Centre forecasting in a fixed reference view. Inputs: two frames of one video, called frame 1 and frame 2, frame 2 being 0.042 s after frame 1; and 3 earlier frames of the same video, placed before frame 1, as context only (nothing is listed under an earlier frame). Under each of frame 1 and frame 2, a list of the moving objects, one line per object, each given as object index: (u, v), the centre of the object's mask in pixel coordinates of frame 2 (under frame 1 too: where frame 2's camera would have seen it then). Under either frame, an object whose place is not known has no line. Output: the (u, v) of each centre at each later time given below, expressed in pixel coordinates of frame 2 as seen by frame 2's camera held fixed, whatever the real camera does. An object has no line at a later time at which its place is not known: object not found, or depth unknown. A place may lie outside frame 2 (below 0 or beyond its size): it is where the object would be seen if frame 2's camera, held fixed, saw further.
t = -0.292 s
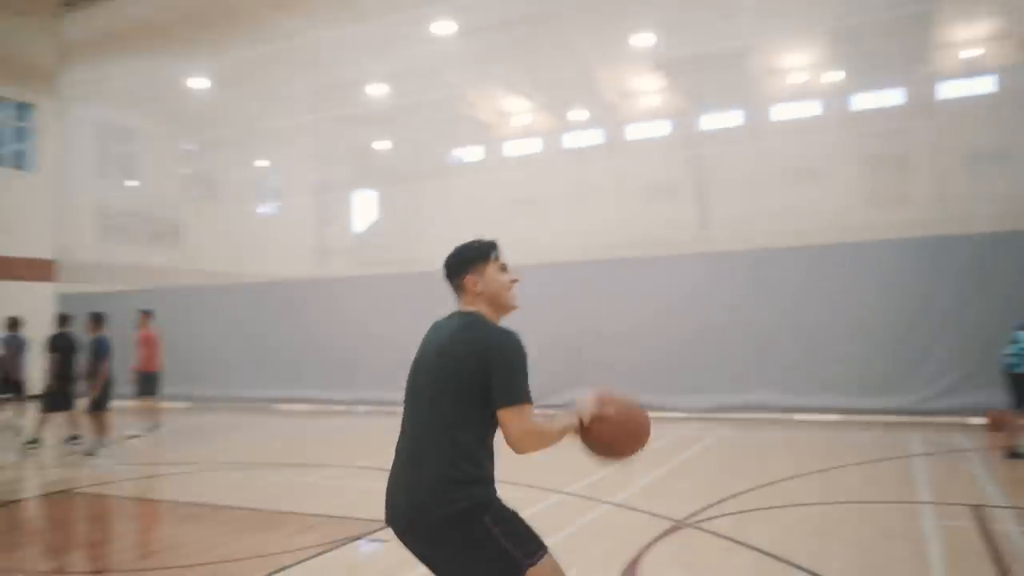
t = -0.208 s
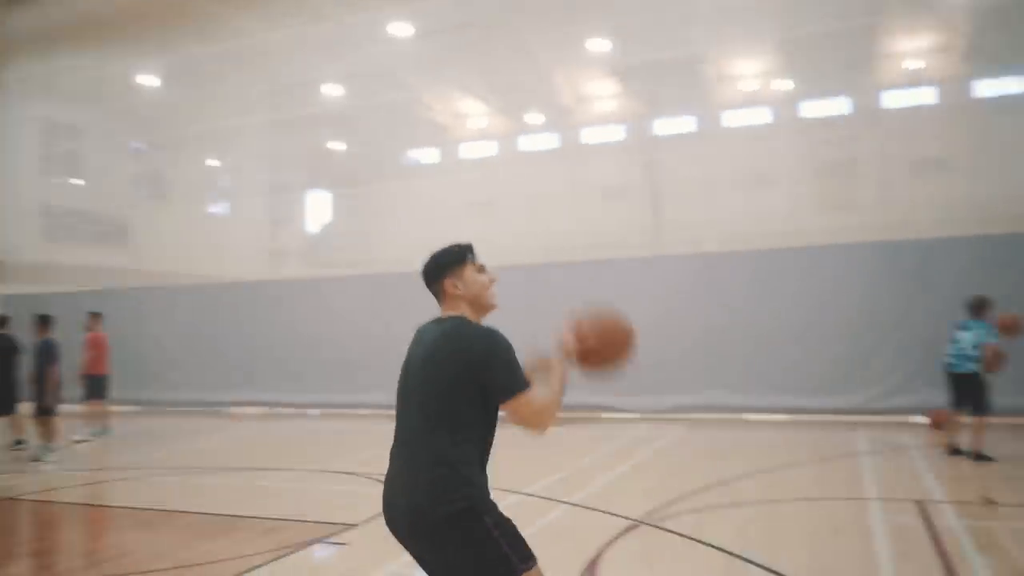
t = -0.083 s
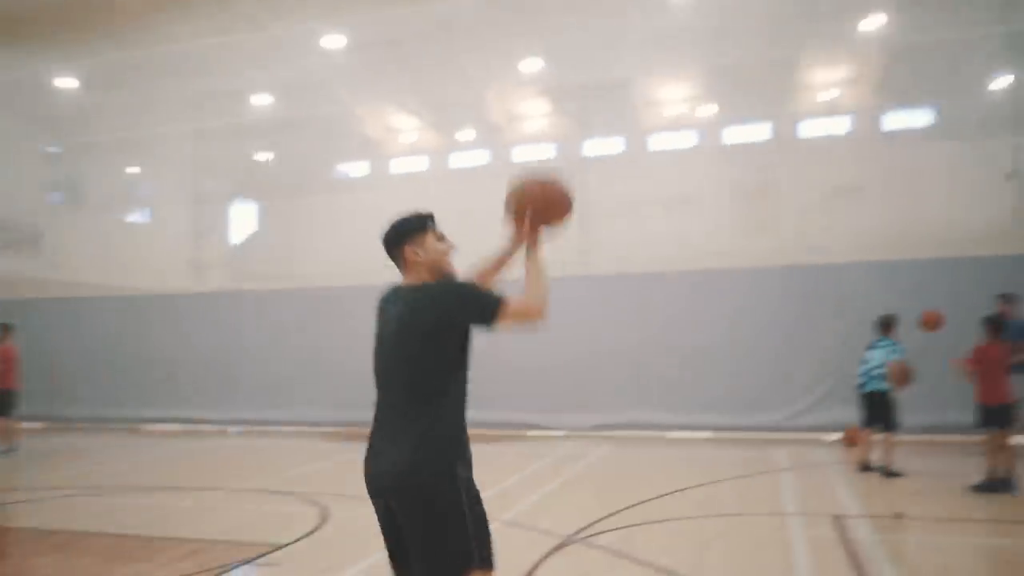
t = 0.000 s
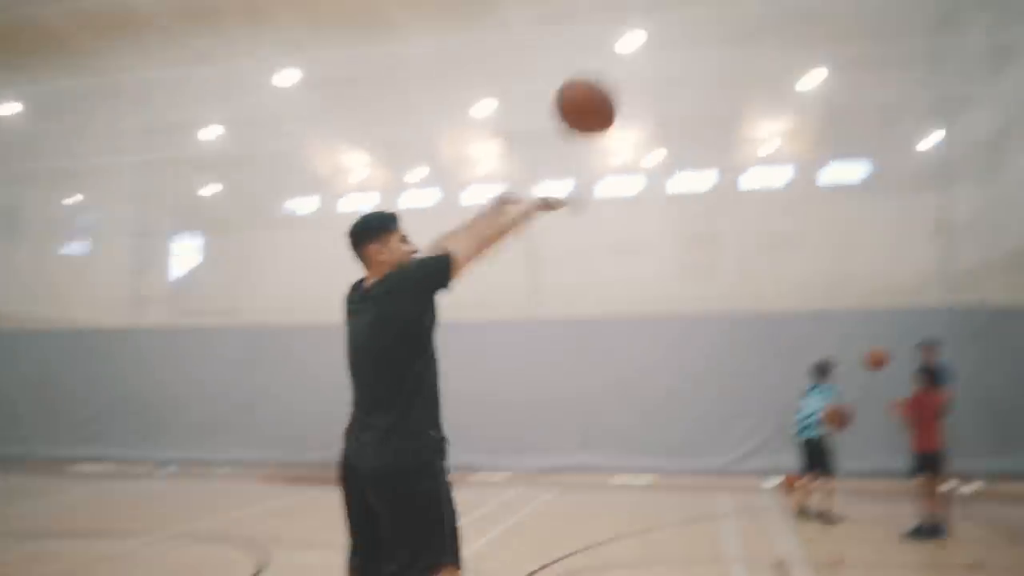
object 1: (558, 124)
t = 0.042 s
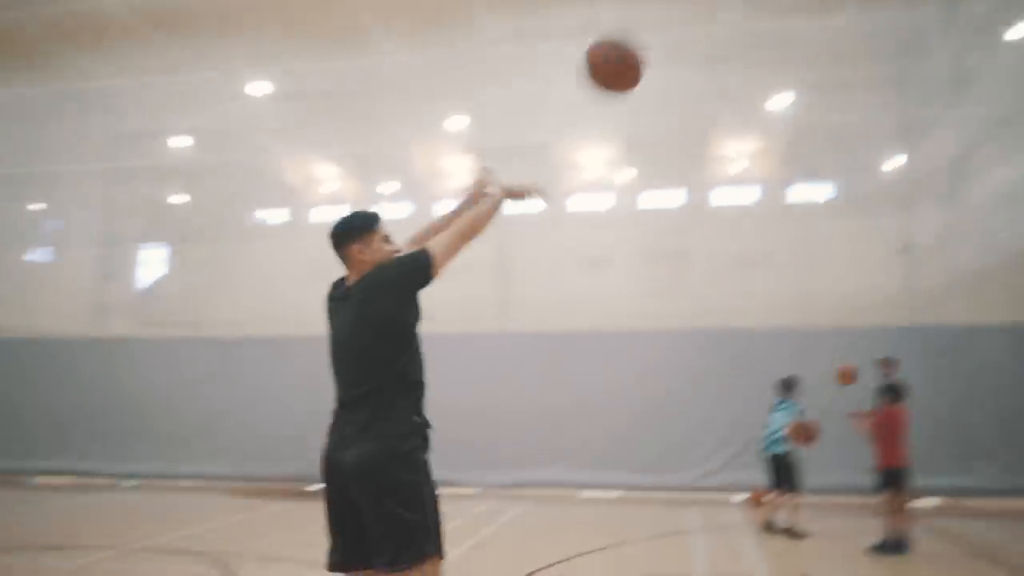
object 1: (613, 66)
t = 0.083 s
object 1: (670, 12)
